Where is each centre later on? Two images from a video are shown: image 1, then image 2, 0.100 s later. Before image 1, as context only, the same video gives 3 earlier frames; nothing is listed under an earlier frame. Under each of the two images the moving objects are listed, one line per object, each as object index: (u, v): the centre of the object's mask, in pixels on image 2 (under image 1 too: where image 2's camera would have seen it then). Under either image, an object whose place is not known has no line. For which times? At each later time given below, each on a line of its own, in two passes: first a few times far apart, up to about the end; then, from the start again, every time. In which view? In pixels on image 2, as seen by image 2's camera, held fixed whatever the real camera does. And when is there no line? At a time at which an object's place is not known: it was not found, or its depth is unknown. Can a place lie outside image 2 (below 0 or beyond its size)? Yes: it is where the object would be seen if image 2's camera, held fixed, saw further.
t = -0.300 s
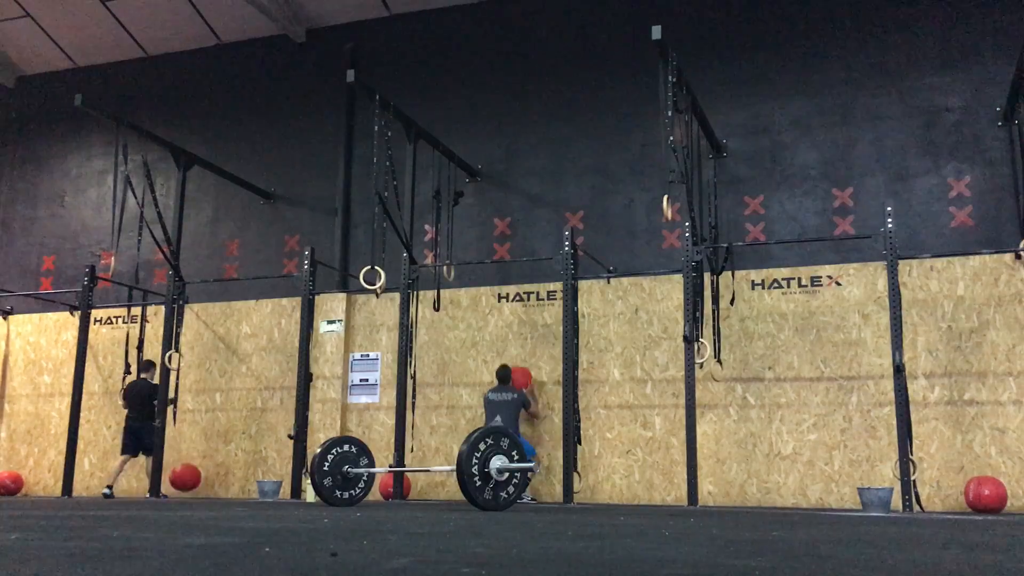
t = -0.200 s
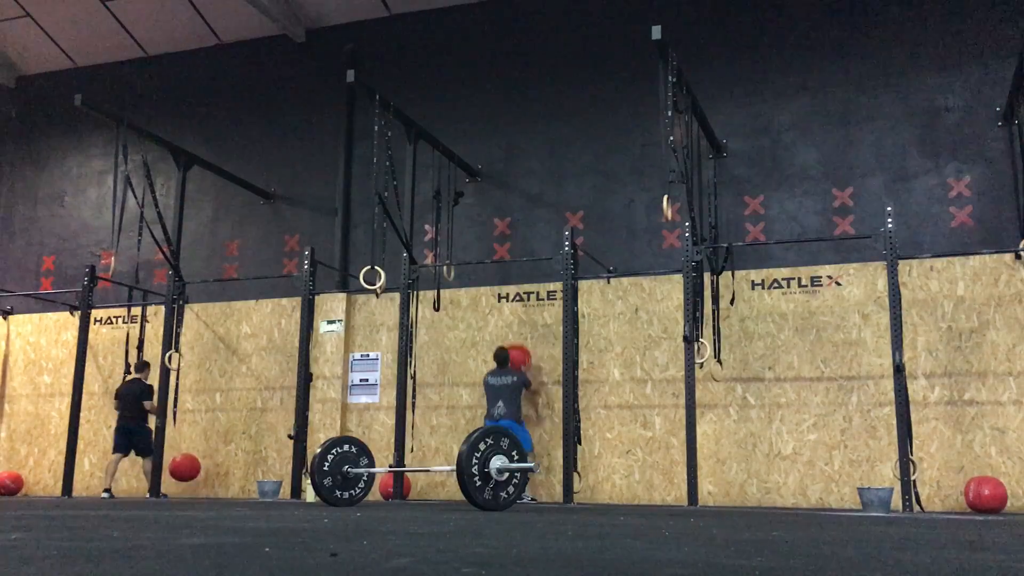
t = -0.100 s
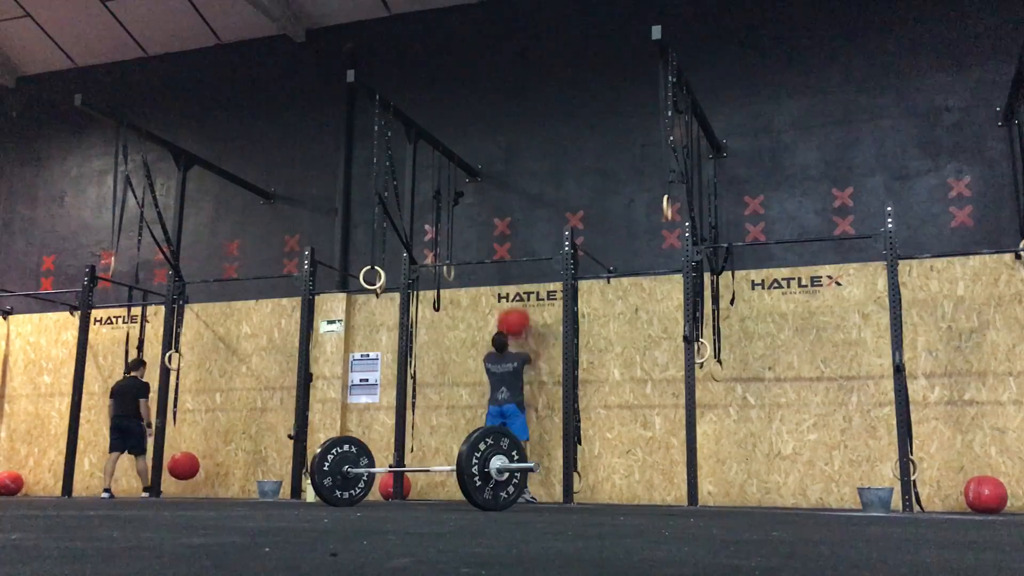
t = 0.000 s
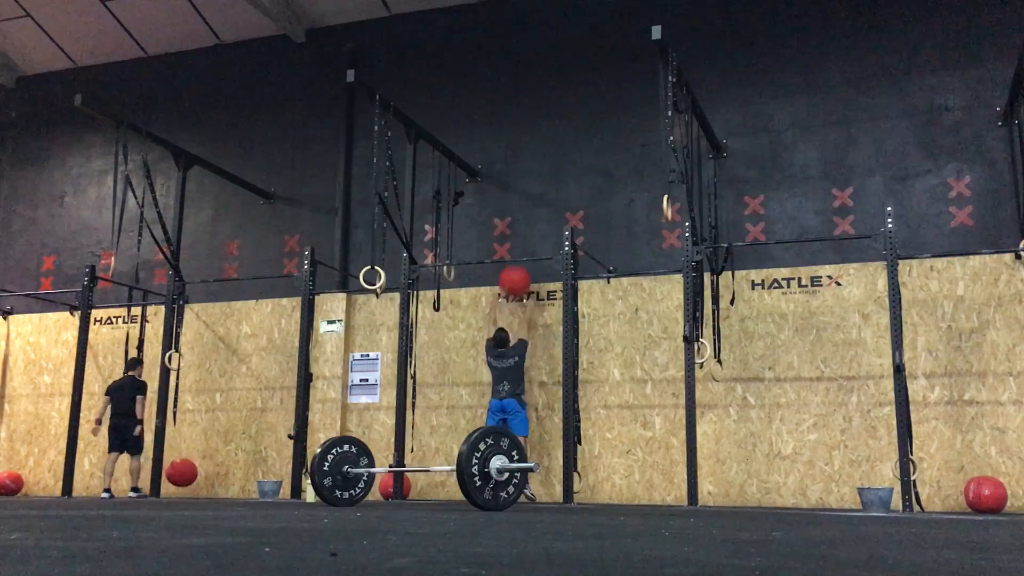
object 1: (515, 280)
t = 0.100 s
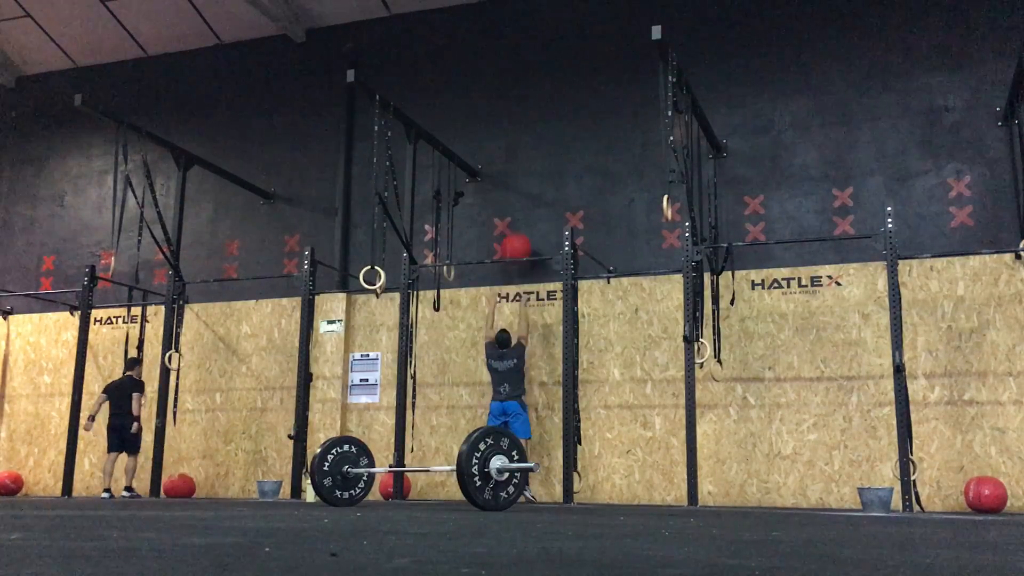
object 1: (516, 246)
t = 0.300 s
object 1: (518, 210)
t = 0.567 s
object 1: (520, 206)
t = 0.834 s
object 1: (516, 255)
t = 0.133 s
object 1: (516, 240)
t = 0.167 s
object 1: (517, 232)
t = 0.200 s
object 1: (517, 225)
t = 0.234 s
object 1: (517, 219)
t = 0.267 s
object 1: (518, 214)
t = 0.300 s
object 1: (518, 210)
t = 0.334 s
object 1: (519, 207)
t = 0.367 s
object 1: (519, 204)
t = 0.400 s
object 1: (519, 203)
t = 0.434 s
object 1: (519, 203)
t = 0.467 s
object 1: (519, 203)
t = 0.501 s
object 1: (520, 203)
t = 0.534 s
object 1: (519, 204)
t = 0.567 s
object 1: (520, 206)
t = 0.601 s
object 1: (519, 209)
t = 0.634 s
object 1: (519, 213)
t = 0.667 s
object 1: (518, 218)
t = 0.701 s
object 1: (518, 223)
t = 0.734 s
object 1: (517, 230)
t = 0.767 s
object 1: (517, 238)
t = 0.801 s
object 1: (516, 245)
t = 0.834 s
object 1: (516, 255)
